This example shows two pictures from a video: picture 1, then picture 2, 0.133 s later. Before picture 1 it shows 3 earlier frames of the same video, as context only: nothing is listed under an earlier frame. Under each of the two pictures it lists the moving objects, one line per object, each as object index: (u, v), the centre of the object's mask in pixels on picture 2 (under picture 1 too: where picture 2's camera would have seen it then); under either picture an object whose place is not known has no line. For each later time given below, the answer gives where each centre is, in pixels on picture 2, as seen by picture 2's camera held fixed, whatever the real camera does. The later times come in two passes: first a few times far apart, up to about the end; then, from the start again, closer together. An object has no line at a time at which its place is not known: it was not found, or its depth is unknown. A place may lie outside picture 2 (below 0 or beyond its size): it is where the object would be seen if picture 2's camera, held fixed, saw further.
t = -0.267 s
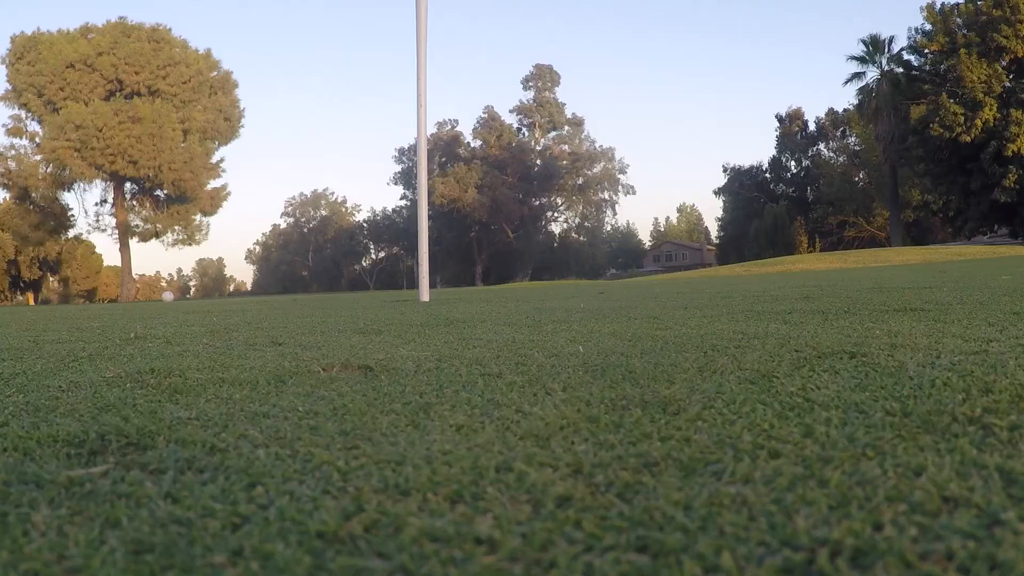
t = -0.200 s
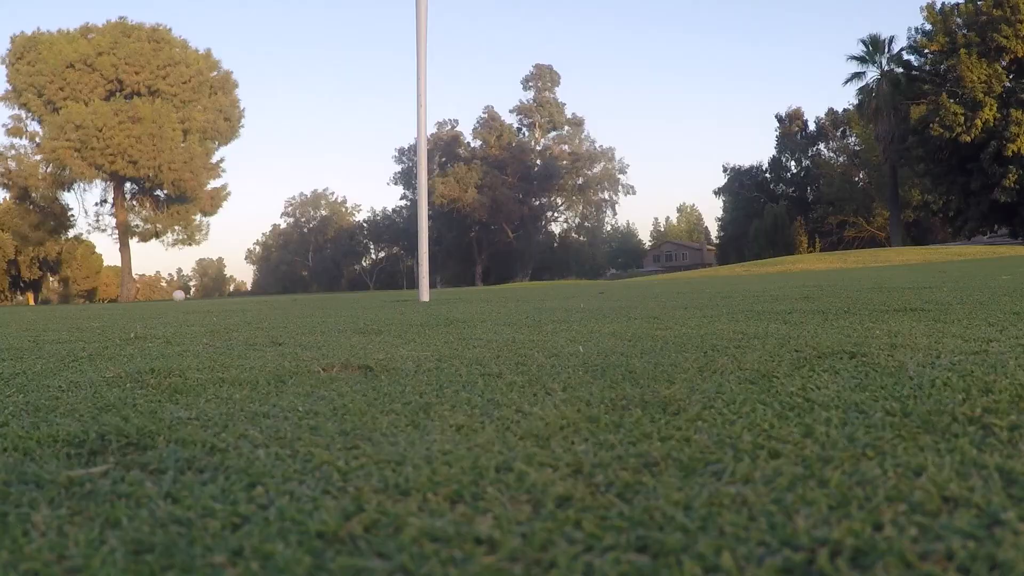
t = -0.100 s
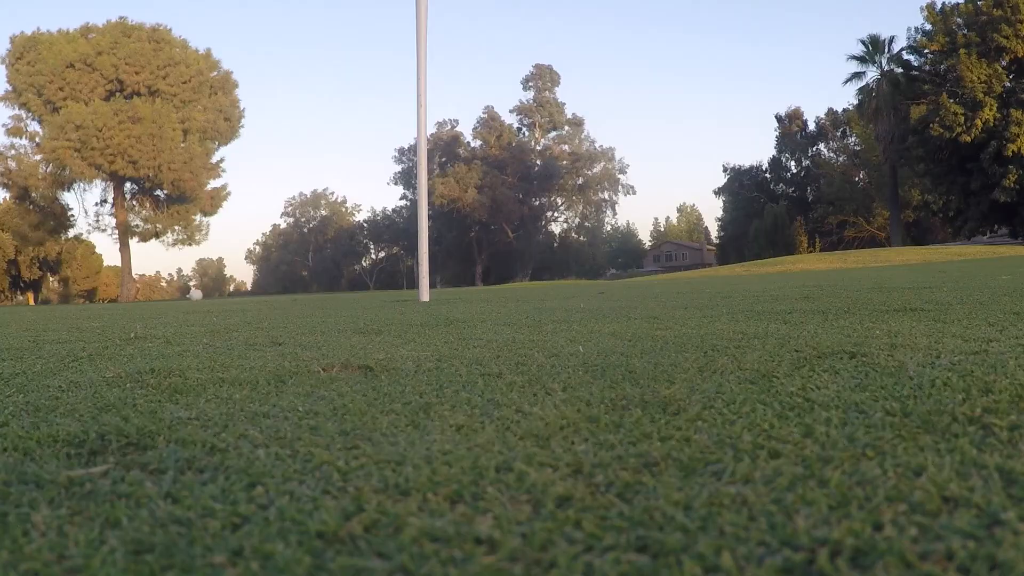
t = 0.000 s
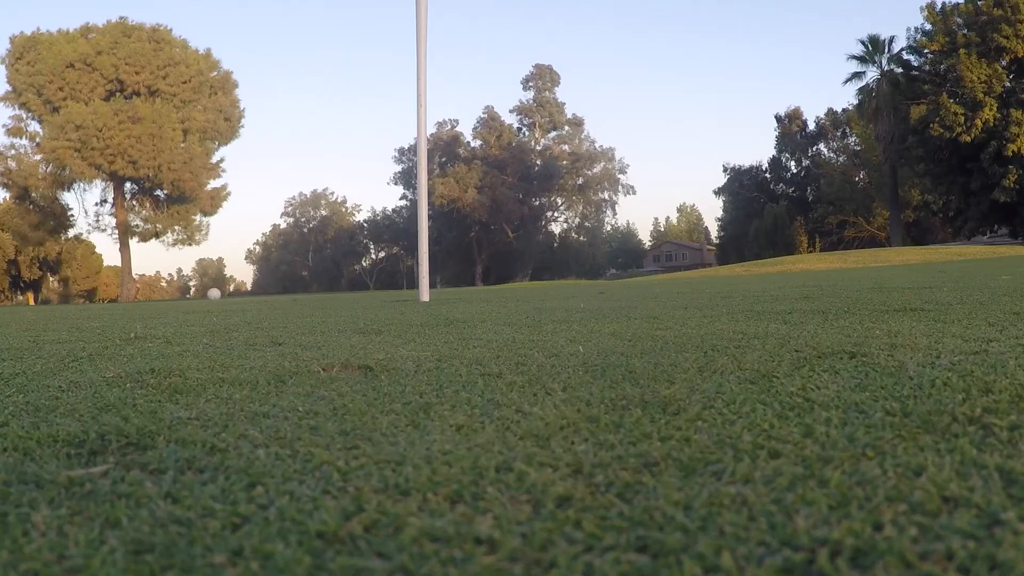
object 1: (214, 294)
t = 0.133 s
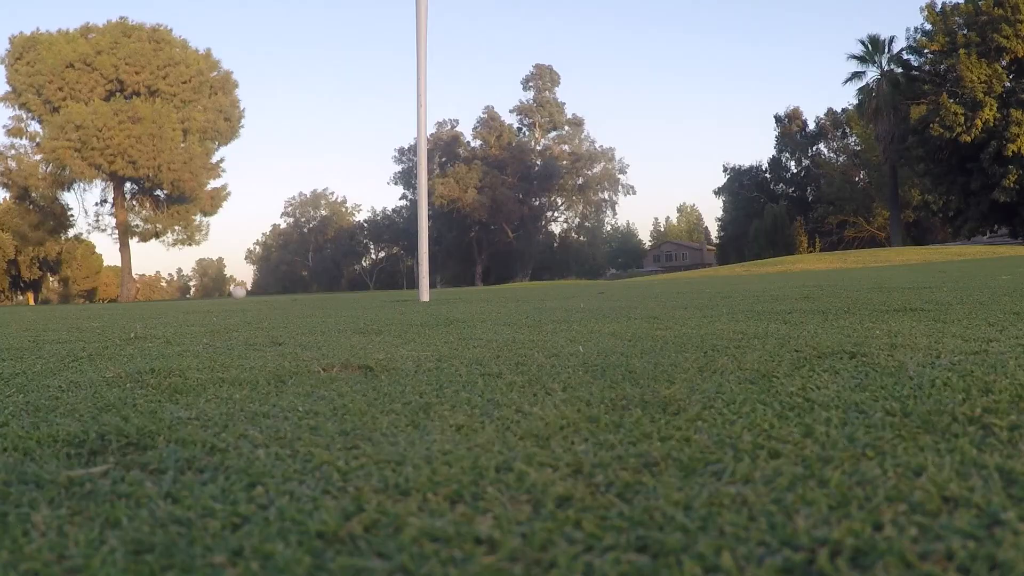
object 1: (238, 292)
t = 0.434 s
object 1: (299, 289)
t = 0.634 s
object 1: (342, 287)
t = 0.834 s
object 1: (387, 285)
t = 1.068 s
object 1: (440, 283)
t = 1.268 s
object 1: (485, 281)
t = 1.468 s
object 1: (530, 279)
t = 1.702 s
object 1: (577, 278)
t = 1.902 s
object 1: (614, 276)
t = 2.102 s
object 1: (645, 276)
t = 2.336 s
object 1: (671, 275)
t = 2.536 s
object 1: (690, 274)
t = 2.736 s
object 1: (705, 273)
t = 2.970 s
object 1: (715, 273)
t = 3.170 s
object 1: (719, 273)
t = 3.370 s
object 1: (723, 273)
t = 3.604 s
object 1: (722, 273)
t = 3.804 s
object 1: (722, 273)
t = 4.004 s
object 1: (722, 273)
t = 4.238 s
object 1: (722, 273)
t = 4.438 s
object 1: (722, 273)
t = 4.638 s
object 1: (722, 273)
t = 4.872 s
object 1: (722, 273)
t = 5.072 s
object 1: (722, 273)
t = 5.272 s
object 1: (722, 273)
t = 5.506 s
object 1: (722, 273)
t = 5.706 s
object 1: (722, 273)
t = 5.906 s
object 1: (722, 273)
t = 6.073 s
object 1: (722, 274)
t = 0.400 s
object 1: (292, 290)
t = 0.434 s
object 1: (299, 289)
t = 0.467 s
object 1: (306, 289)
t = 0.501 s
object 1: (313, 289)
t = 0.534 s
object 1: (320, 288)
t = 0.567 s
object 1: (327, 288)
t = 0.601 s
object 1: (335, 287)
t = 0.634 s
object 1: (342, 287)
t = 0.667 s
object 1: (349, 287)
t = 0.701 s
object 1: (357, 287)
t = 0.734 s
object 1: (364, 286)
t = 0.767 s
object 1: (372, 286)
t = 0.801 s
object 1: (379, 286)
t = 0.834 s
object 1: (387, 285)
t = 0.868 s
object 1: (394, 285)
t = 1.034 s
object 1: (435, 283)
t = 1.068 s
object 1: (440, 283)
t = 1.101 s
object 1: (447, 282)
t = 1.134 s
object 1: (455, 282)
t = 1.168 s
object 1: (462, 282)
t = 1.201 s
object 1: (470, 281)
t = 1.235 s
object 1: (477, 281)
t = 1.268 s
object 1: (485, 281)
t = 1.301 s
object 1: (492, 281)
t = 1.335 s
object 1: (500, 280)
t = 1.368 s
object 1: (507, 280)
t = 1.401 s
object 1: (515, 280)
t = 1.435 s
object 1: (522, 280)
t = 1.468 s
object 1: (530, 279)
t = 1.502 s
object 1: (537, 279)
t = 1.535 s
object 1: (543, 279)
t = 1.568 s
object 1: (550, 279)
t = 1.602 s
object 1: (557, 278)
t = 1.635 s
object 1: (564, 278)
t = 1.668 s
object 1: (570, 278)
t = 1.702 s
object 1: (577, 278)
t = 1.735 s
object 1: (583, 278)
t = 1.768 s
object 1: (590, 277)
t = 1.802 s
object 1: (596, 277)
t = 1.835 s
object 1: (602, 278)
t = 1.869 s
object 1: (608, 277)
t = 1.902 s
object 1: (614, 276)
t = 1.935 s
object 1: (620, 277)
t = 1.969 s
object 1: (625, 276)
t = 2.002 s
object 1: (631, 276)
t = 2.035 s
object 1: (635, 276)
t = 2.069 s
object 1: (640, 276)
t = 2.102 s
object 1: (645, 276)
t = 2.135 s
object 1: (649, 275)
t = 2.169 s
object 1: (653, 275)
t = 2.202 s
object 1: (657, 275)
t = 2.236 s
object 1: (661, 275)
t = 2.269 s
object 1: (664, 275)
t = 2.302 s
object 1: (667, 275)
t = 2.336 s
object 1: (671, 275)
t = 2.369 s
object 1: (674, 275)
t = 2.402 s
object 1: (678, 274)
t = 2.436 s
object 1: (681, 274)
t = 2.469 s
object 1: (684, 274)
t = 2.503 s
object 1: (687, 274)
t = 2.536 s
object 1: (690, 274)
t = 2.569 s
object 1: (693, 274)
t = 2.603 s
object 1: (696, 274)
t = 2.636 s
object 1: (699, 274)
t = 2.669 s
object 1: (701, 274)
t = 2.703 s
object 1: (703, 274)
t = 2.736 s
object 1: (705, 273)
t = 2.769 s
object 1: (707, 273)
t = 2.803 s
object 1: (709, 273)
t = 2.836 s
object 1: (710, 273)
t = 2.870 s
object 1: (712, 273)
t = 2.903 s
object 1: (713, 273)
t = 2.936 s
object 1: (714, 273)
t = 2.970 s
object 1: (715, 273)
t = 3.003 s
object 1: (715, 273)
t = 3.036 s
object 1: (716, 273)
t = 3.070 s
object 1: (717, 273)
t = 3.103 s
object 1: (717, 273)
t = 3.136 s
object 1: (718, 273)
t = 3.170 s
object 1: (719, 273)
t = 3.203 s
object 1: (720, 273)
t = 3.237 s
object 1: (721, 273)
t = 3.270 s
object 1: (722, 273)
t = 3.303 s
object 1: (722, 273)
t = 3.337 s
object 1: (723, 273)
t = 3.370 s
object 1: (723, 273)
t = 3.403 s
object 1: (722, 273)
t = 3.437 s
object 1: (722, 273)
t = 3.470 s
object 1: (722, 273)
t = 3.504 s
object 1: (722, 273)
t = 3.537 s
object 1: (722, 273)
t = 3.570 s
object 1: (722, 273)
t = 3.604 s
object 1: (722, 273)
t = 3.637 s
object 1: (722, 273)
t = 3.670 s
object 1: (722, 273)
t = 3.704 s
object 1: (722, 273)
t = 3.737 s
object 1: (722, 273)
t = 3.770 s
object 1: (722, 273)
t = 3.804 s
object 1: (722, 273)
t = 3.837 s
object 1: (722, 273)
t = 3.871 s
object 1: (722, 273)
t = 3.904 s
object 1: (722, 273)
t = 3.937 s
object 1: (722, 273)
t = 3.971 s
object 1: (722, 273)
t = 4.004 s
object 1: (722, 273)
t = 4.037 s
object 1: (722, 273)
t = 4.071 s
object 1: (722, 273)
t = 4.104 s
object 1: (722, 273)
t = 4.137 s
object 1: (722, 273)
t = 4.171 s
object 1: (722, 273)
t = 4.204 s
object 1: (722, 273)
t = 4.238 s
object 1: (722, 273)
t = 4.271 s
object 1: (722, 273)
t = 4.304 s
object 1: (722, 273)
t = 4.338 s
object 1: (722, 273)
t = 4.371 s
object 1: (722, 273)
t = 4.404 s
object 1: (722, 273)
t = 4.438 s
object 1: (722, 273)
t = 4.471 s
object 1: (722, 273)
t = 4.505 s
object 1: (722, 273)
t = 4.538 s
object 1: (722, 273)
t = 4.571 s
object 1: (722, 273)
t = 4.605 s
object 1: (722, 273)
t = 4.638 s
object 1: (722, 273)
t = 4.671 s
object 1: (722, 273)
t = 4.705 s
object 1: (722, 273)
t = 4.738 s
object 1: (722, 273)
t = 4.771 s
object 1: (722, 273)
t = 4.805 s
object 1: (722, 273)
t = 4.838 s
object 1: (722, 273)
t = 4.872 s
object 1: (722, 273)
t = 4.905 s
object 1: (722, 273)
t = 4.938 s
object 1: (722, 273)
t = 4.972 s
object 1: (722, 273)
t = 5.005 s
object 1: (722, 273)
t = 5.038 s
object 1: (722, 273)
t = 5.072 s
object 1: (722, 273)
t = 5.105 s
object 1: (722, 273)
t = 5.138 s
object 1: (722, 273)
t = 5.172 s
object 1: (722, 273)
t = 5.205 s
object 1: (722, 273)
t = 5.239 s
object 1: (722, 273)
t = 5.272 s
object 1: (722, 273)
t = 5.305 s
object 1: (722, 273)
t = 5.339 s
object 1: (722, 273)
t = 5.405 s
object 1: (722, 273)
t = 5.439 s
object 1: (722, 273)
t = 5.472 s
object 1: (722, 273)
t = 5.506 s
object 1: (722, 273)
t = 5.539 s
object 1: (722, 273)
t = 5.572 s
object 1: (722, 273)
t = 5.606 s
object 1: (722, 273)
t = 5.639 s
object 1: (722, 273)
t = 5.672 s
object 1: (722, 273)
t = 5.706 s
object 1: (722, 273)
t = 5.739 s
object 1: (722, 273)
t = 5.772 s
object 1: (722, 273)
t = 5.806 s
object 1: (722, 273)
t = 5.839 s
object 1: (722, 273)
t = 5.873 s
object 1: (722, 273)
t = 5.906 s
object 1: (722, 273)
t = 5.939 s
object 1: (722, 274)
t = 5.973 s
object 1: (722, 274)
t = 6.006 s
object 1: (722, 274)
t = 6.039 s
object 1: (722, 274)
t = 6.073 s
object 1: (722, 274)
